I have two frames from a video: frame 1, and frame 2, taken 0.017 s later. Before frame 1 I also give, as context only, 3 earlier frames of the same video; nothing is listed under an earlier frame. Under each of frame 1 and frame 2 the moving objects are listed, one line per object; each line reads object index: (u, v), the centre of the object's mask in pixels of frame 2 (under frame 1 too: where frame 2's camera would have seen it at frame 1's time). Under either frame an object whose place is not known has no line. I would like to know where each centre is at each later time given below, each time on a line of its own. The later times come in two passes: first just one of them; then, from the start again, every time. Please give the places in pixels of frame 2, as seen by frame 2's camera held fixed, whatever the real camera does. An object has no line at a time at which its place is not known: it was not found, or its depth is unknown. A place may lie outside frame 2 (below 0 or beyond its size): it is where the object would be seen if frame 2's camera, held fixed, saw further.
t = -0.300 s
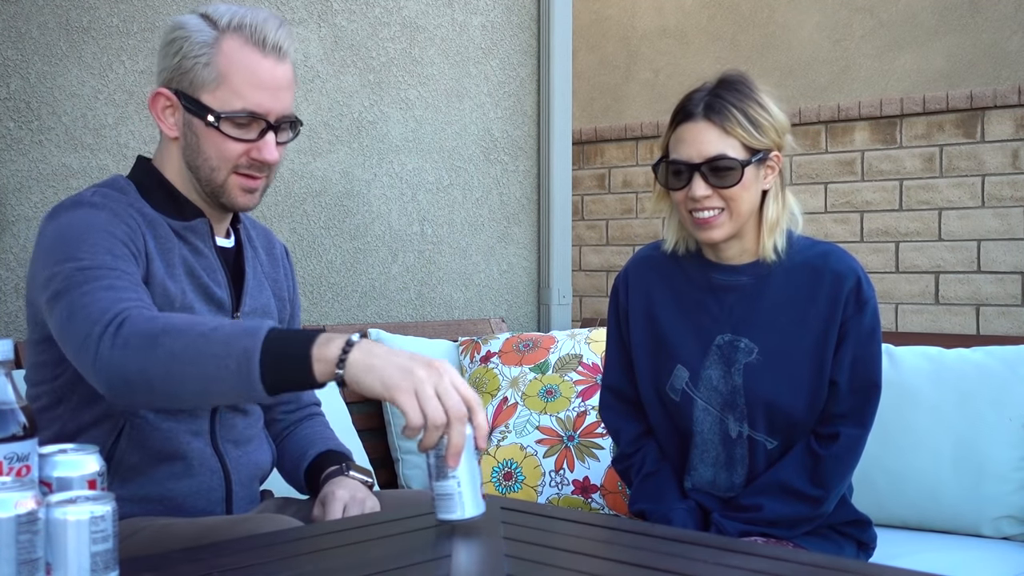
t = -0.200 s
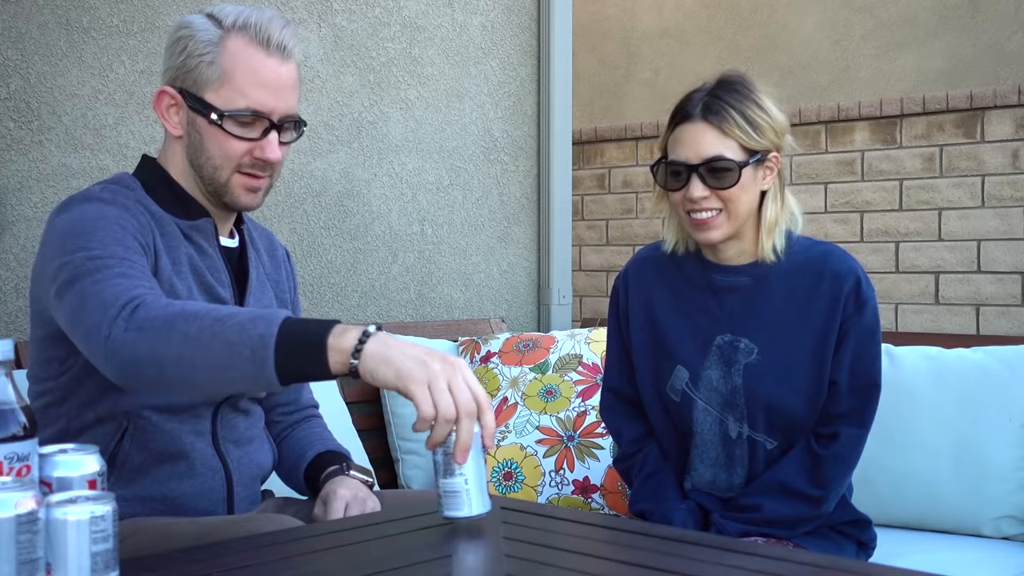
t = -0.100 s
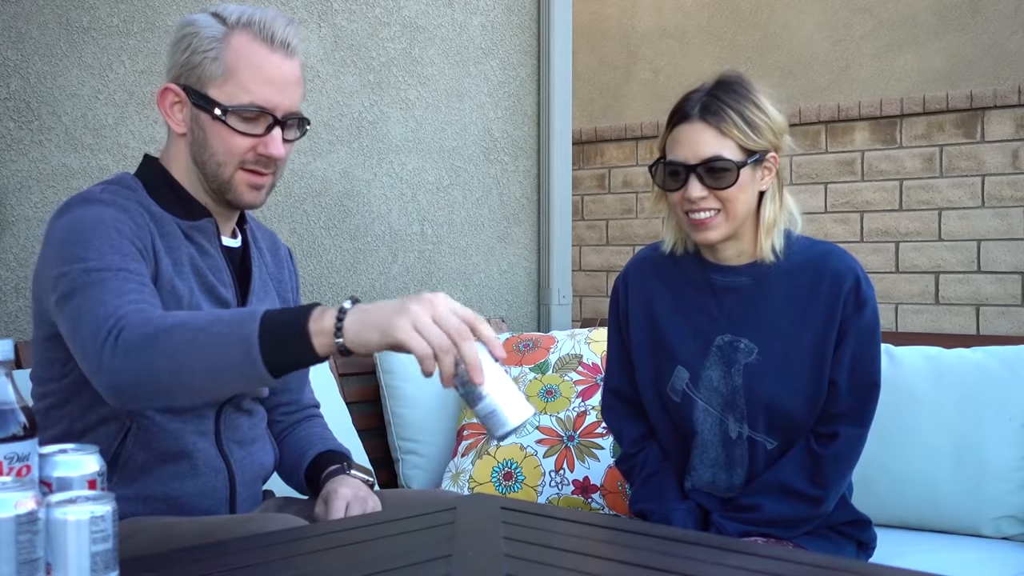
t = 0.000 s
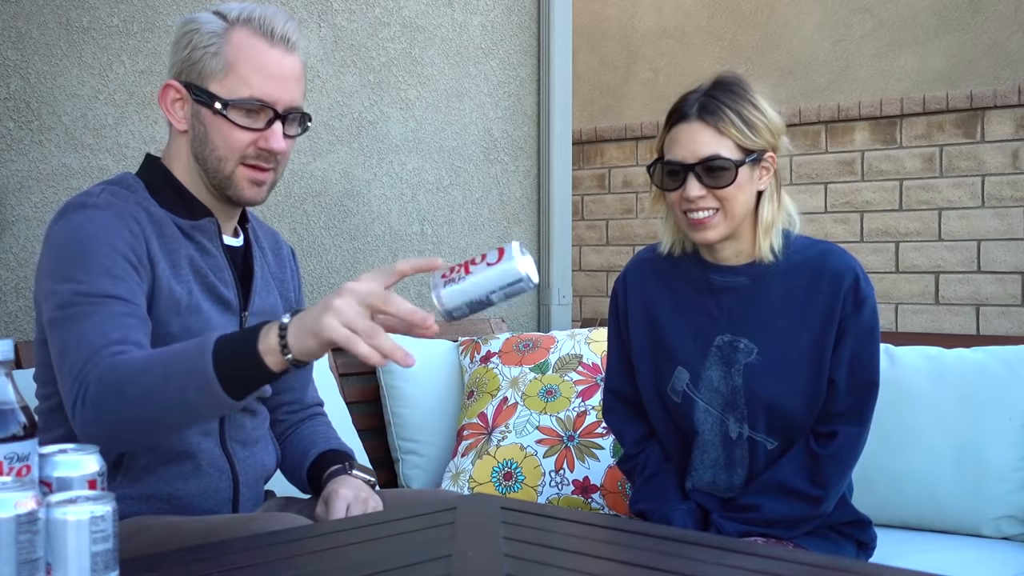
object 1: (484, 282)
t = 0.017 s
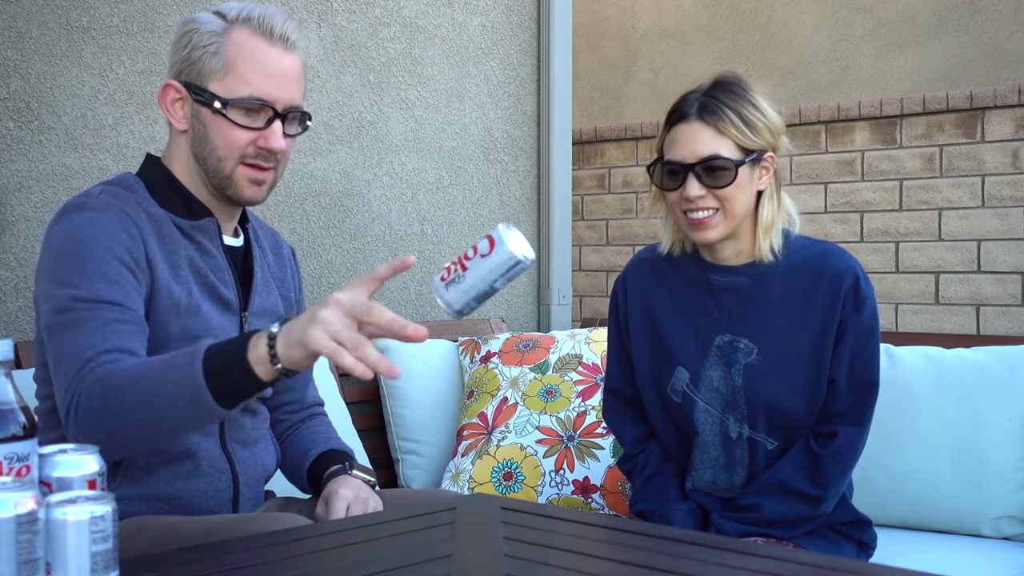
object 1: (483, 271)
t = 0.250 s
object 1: (451, 396)
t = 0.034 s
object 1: (481, 262)
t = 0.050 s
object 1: (479, 256)
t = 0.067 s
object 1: (475, 252)
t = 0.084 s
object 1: (473, 251)
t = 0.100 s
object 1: (470, 253)
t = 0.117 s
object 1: (468, 258)
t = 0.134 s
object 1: (466, 265)
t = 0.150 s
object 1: (464, 275)
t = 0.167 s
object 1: (462, 288)
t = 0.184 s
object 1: (460, 303)
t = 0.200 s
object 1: (457, 322)
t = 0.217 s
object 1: (454, 344)
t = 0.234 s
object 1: (452, 369)
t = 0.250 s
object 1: (451, 396)
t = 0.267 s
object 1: (449, 427)
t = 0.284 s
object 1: (447, 460)
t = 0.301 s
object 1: (448, 485)
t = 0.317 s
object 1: (452, 488)
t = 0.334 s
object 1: (457, 494)
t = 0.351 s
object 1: (459, 497)
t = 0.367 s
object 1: (463, 501)
